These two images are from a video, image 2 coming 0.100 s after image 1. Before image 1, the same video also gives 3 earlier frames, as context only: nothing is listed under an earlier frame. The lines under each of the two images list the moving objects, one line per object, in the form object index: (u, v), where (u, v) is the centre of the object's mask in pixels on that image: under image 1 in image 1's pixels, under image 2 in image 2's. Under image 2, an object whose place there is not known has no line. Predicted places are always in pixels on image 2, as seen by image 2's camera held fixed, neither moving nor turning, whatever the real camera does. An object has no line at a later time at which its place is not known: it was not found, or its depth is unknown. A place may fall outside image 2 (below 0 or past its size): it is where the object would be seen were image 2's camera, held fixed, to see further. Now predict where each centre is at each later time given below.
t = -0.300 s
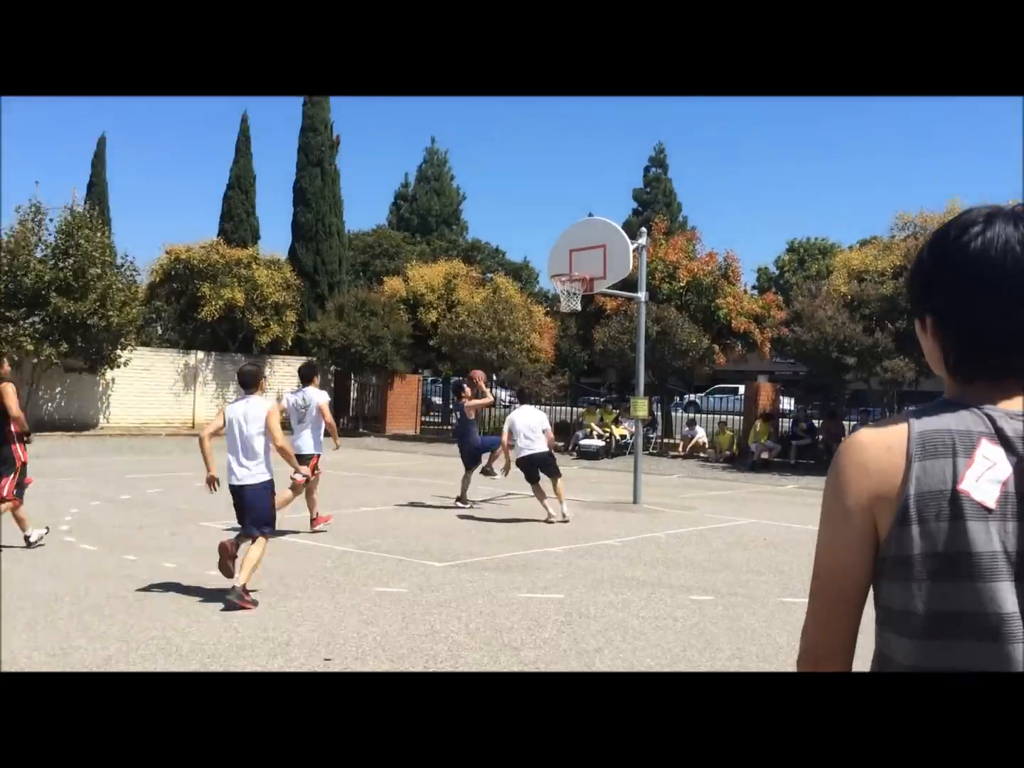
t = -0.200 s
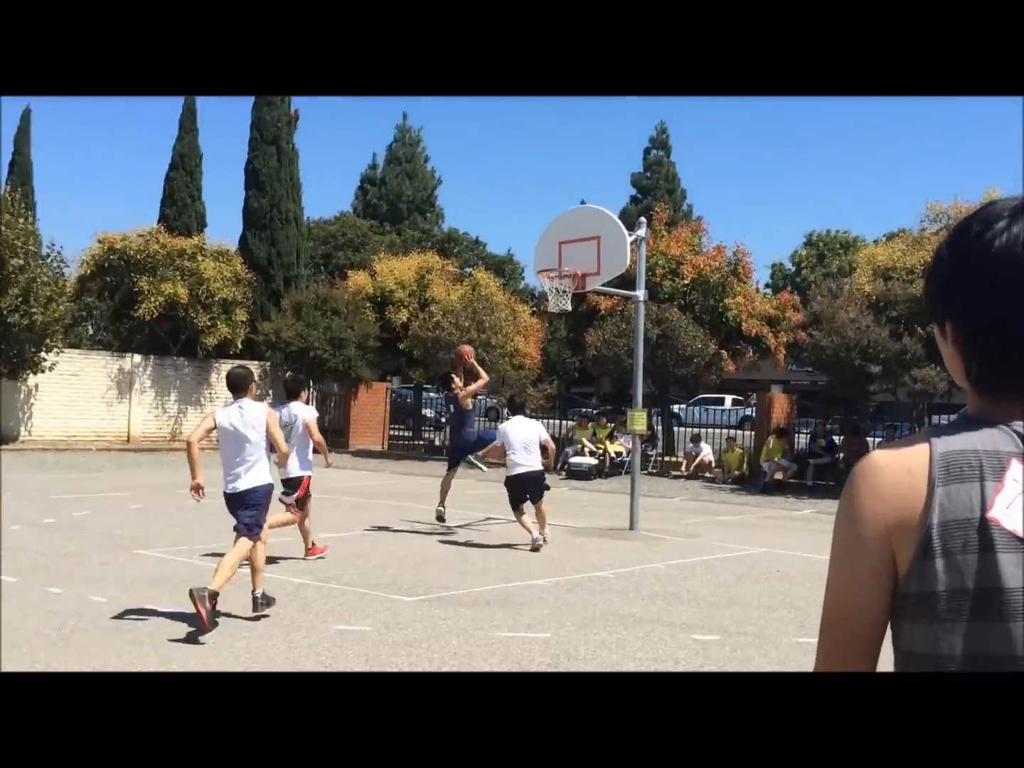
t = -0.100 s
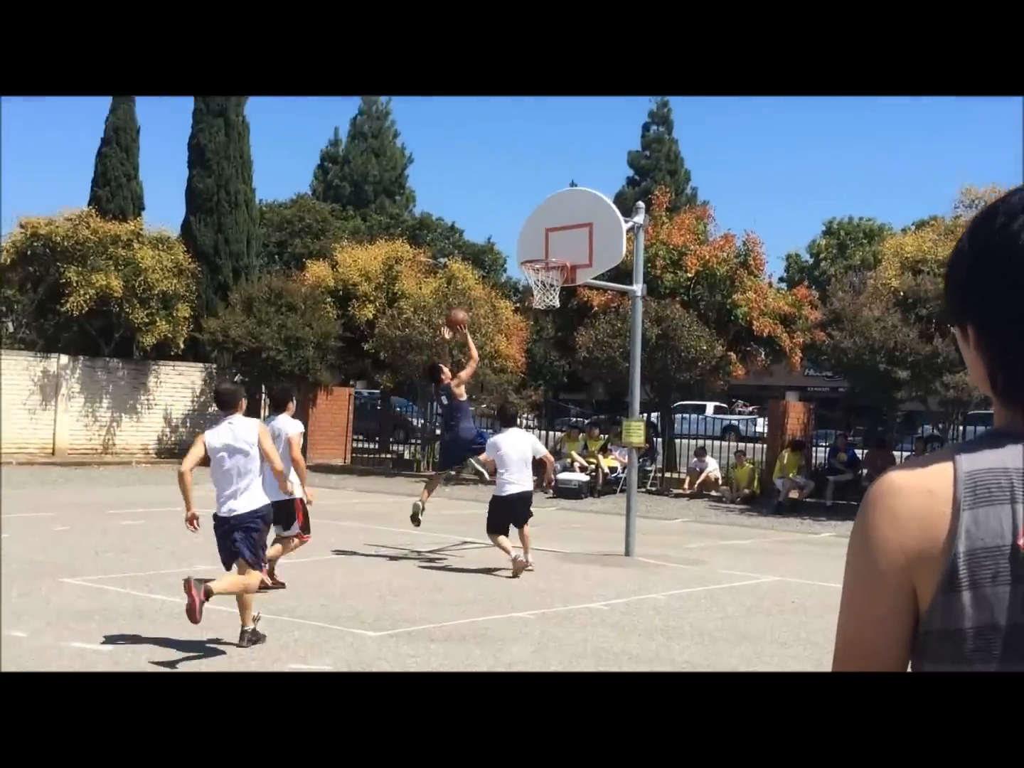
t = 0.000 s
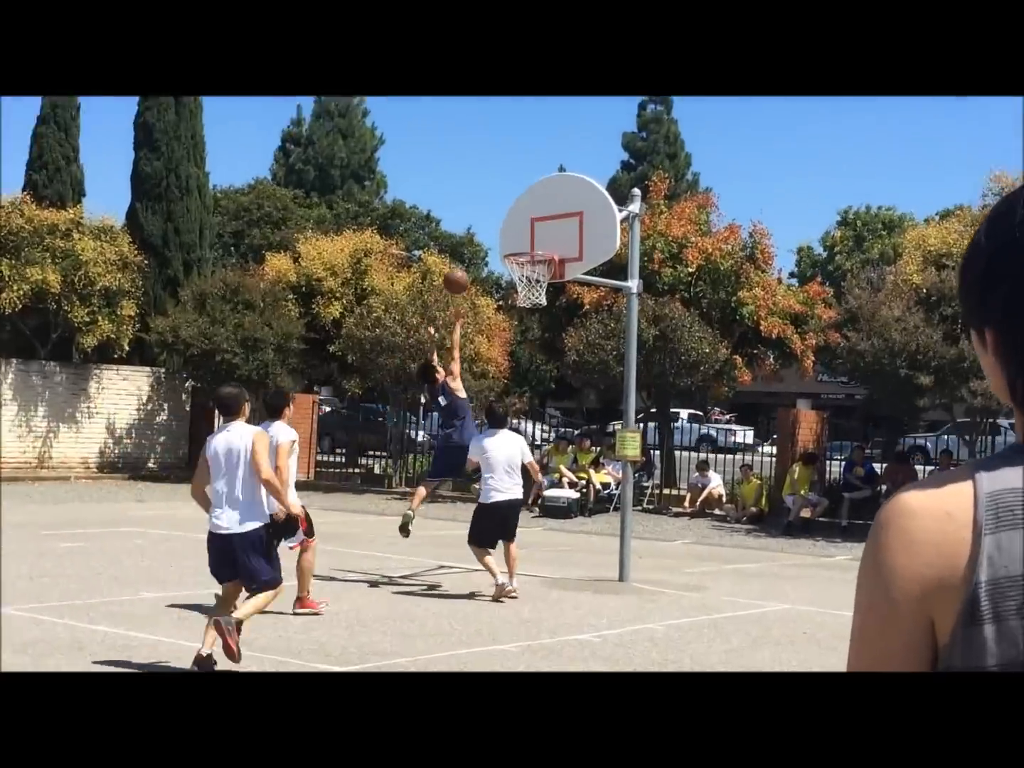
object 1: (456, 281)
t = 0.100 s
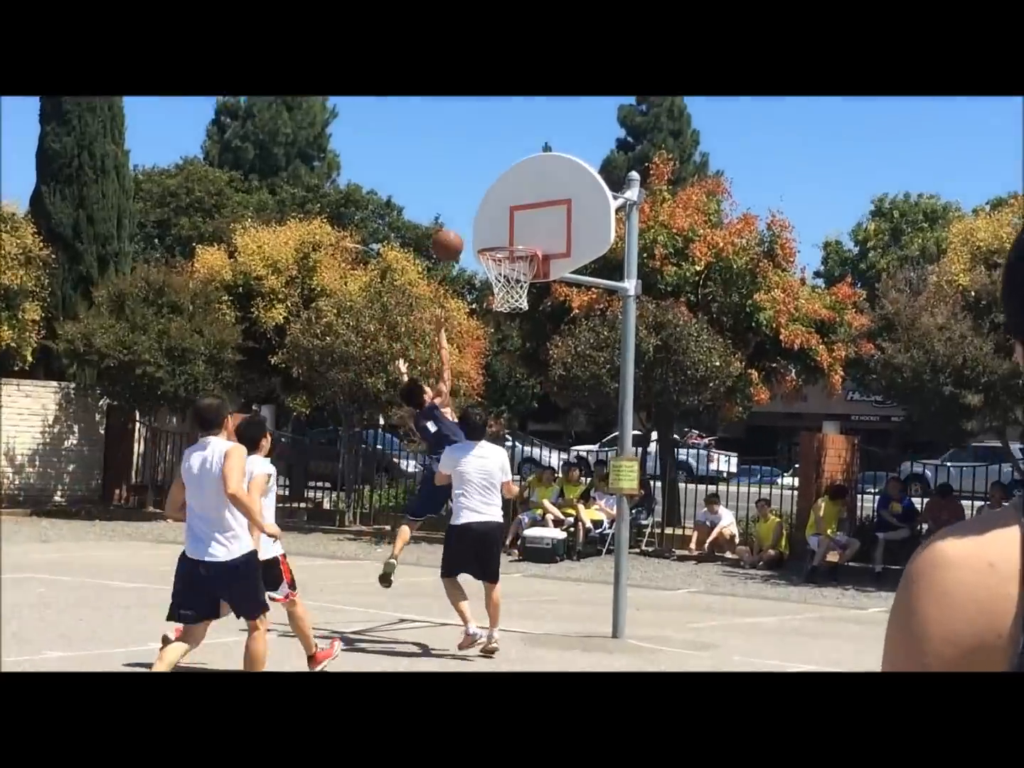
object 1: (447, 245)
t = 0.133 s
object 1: (454, 236)
